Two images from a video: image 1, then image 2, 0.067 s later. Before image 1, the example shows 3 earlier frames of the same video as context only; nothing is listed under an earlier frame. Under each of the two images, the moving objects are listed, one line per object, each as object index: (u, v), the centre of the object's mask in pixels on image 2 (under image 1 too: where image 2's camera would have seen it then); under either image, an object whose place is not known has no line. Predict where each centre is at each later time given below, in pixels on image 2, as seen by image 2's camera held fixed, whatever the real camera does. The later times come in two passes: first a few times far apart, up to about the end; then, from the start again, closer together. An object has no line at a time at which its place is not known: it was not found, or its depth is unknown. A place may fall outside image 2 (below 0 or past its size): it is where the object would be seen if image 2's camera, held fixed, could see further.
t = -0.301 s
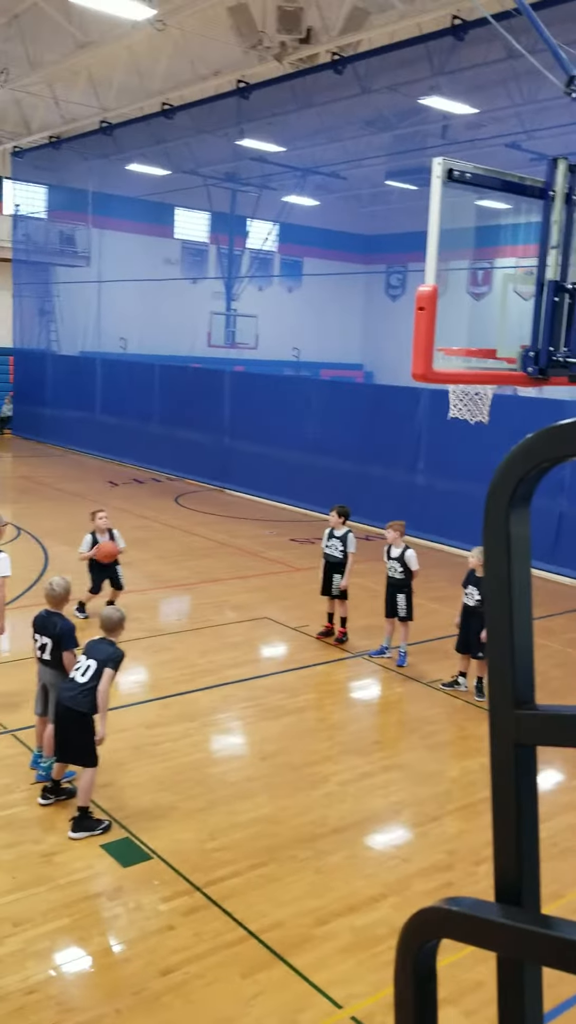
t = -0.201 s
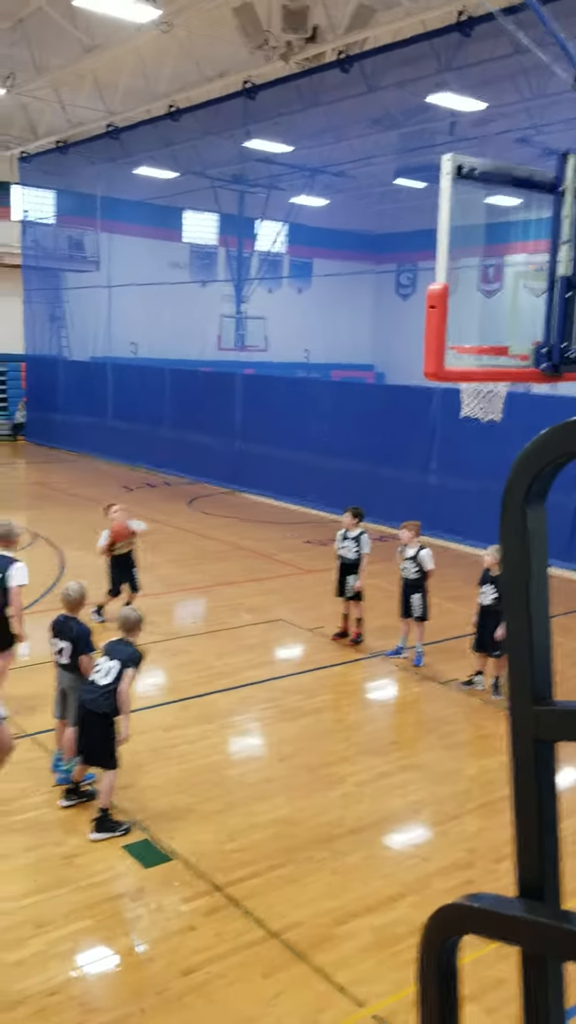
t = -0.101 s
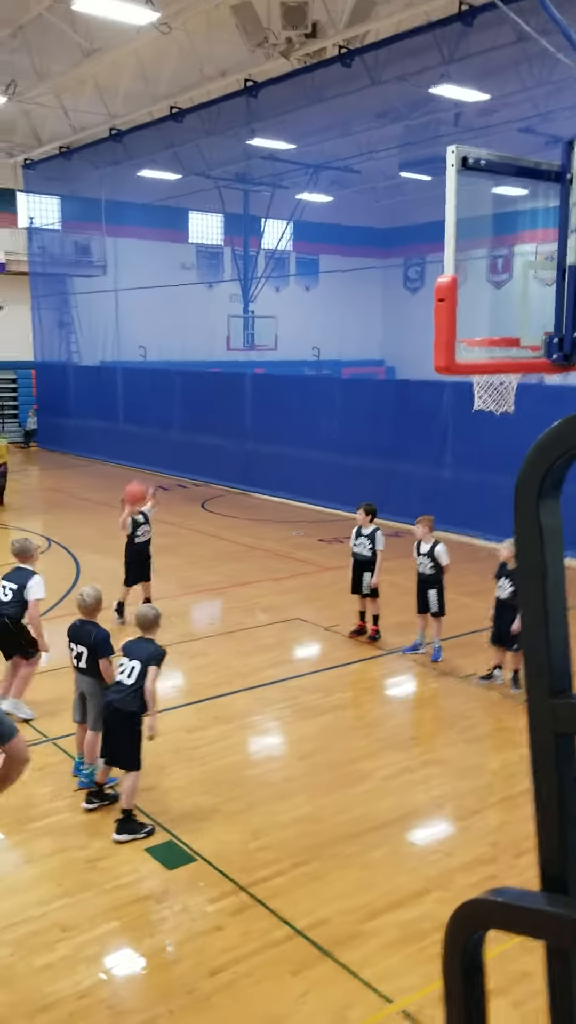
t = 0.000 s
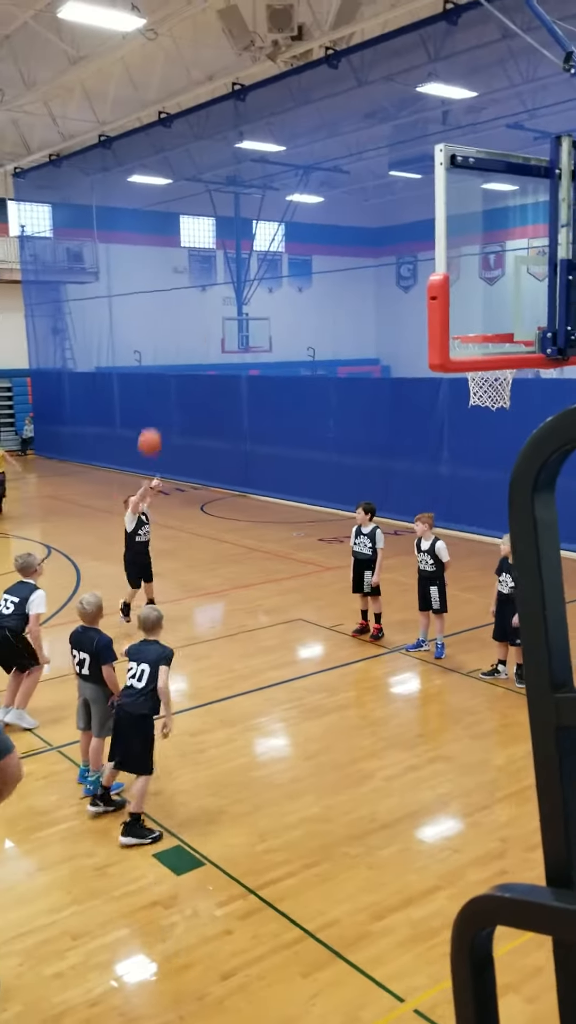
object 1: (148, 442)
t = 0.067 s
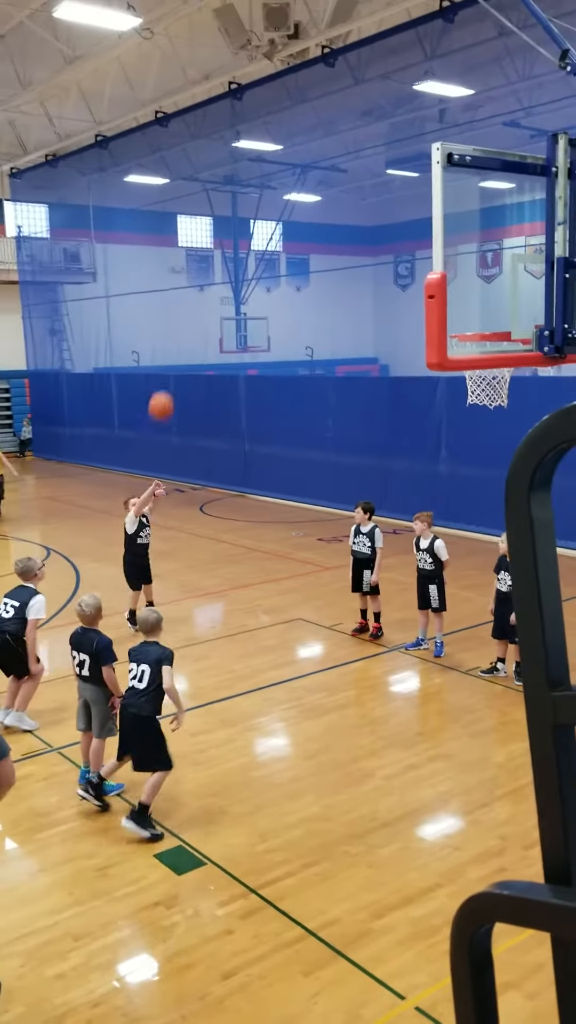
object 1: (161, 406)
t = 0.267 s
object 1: (204, 311)
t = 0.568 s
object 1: (292, 234)
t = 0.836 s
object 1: (394, 257)
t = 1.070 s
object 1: (497, 326)
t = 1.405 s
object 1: (470, 382)
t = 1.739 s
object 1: (471, 454)
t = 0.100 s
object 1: (168, 388)
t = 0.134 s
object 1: (175, 372)
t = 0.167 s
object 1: (183, 355)
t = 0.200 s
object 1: (189, 339)
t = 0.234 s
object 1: (197, 325)
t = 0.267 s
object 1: (204, 311)
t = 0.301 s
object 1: (213, 299)
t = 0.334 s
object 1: (222, 287)
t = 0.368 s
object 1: (230, 276)
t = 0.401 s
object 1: (240, 266)
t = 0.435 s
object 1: (249, 257)
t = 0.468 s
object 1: (259, 250)
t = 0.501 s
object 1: (270, 243)
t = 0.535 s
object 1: (281, 237)
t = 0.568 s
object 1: (292, 234)
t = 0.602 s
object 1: (303, 231)
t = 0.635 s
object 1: (315, 230)
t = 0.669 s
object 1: (328, 230)
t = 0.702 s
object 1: (340, 232)
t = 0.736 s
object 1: (353, 236)
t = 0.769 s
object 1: (366, 241)
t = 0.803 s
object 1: (380, 248)
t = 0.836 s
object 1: (394, 257)
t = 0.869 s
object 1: (408, 268)
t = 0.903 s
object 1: (416, 279)
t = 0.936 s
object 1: (451, 294)
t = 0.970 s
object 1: (458, 311)
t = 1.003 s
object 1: (471, 320)
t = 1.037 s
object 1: (489, 325)
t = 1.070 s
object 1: (497, 326)
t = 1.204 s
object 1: (506, 378)
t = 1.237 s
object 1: (504, 378)
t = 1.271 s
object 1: (495, 378)
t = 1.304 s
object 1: (487, 378)
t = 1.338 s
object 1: (480, 379)
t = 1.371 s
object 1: (474, 381)
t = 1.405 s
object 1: (470, 382)
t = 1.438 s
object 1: (467, 383)
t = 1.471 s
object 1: (466, 384)
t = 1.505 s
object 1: (467, 385)
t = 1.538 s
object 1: (468, 388)
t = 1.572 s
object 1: (464, 400)
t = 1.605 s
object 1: (467, 404)
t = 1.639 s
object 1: (468, 413)
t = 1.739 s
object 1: (471, 454)
